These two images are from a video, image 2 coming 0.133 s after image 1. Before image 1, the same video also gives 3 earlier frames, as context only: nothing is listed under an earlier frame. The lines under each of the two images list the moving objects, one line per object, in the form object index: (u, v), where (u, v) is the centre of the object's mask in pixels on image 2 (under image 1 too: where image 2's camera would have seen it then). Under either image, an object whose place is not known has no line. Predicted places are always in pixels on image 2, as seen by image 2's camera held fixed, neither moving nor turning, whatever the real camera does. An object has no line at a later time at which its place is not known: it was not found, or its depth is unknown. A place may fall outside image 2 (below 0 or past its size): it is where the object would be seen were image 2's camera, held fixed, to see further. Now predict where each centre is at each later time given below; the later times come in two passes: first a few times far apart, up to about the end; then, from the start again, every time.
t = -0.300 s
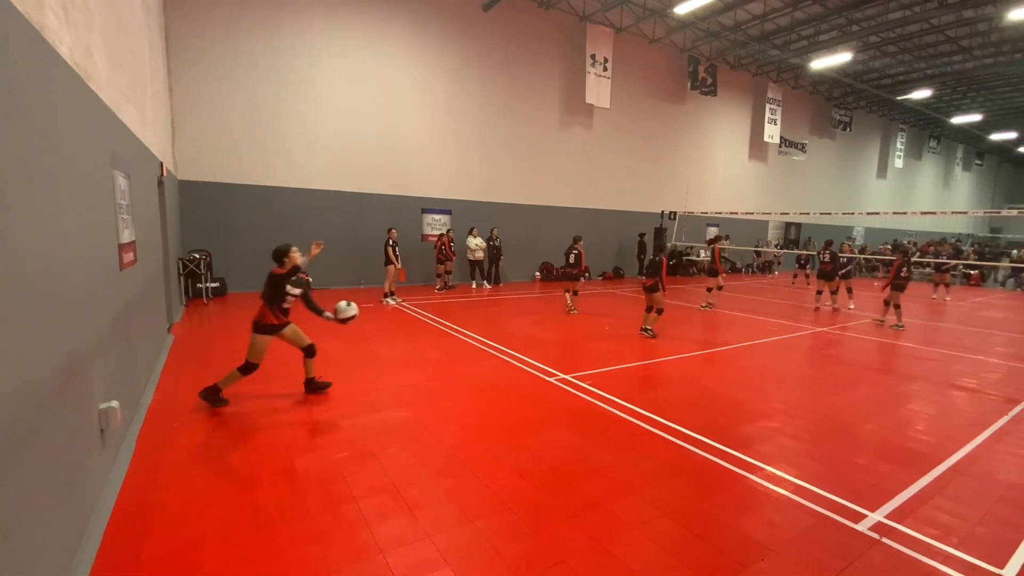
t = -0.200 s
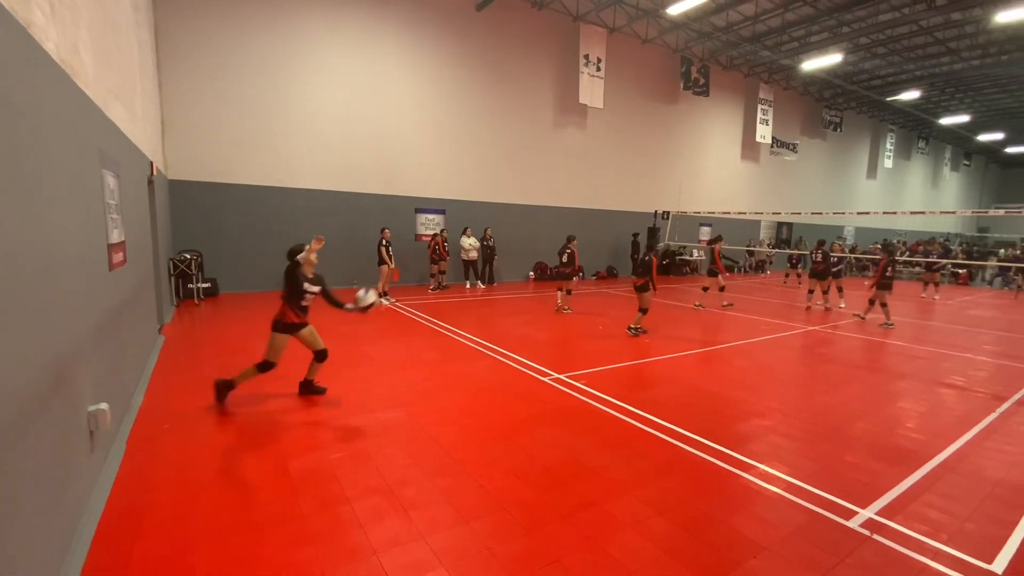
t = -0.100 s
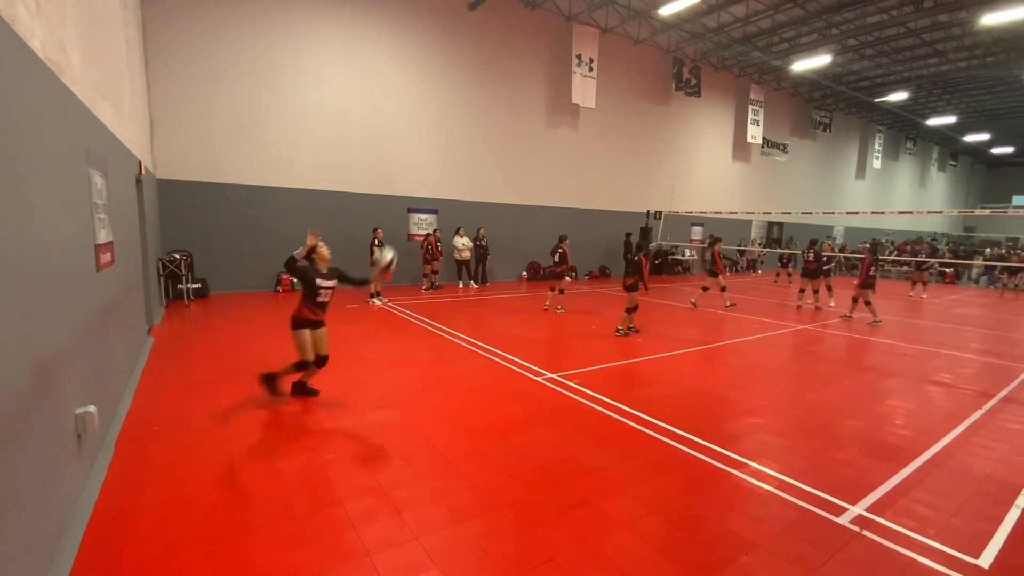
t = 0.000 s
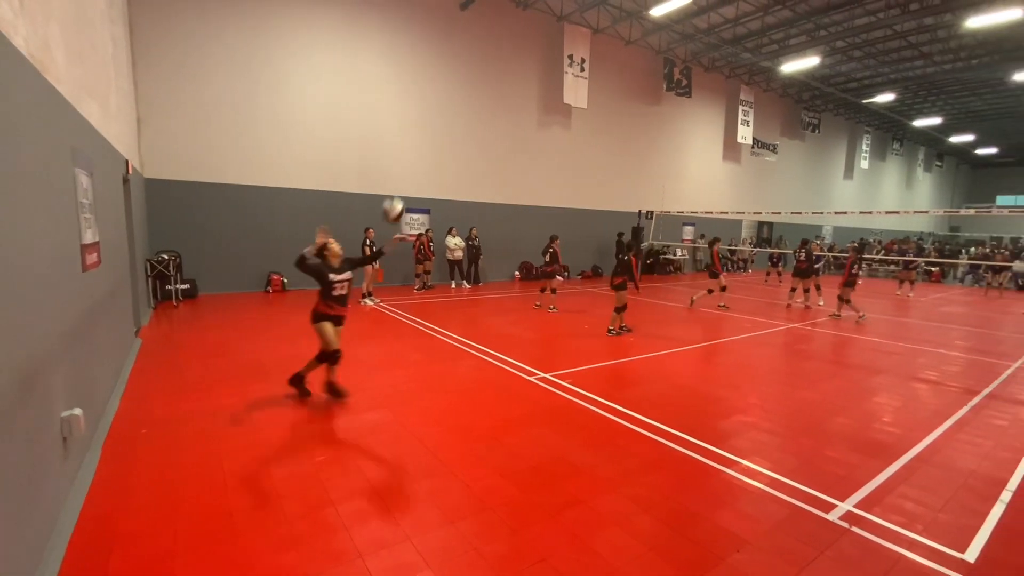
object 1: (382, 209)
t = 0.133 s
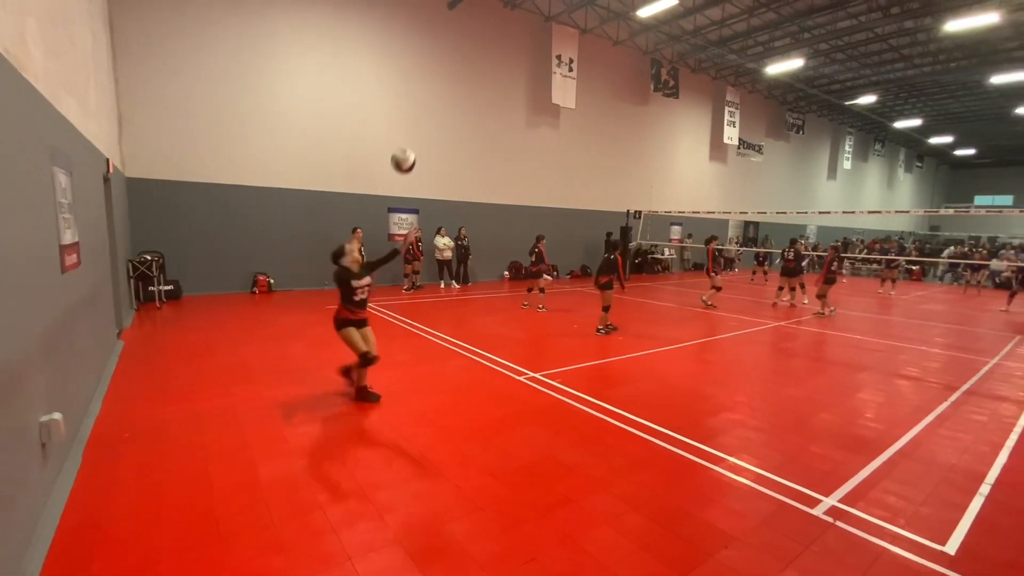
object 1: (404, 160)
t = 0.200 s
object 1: (414, 143)
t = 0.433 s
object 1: (453, 125)
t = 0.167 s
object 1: (410, 151)
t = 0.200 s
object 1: (414, 143)
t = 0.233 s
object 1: (420, 137)
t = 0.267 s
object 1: (426, 132)
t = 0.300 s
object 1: (431, 128)
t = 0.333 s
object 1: (437, 125)
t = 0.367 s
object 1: (442, 123)
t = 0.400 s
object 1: (447, 123)
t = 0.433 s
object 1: (453, 125)
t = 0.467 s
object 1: (458, 127)
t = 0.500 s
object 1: (463, 130)
